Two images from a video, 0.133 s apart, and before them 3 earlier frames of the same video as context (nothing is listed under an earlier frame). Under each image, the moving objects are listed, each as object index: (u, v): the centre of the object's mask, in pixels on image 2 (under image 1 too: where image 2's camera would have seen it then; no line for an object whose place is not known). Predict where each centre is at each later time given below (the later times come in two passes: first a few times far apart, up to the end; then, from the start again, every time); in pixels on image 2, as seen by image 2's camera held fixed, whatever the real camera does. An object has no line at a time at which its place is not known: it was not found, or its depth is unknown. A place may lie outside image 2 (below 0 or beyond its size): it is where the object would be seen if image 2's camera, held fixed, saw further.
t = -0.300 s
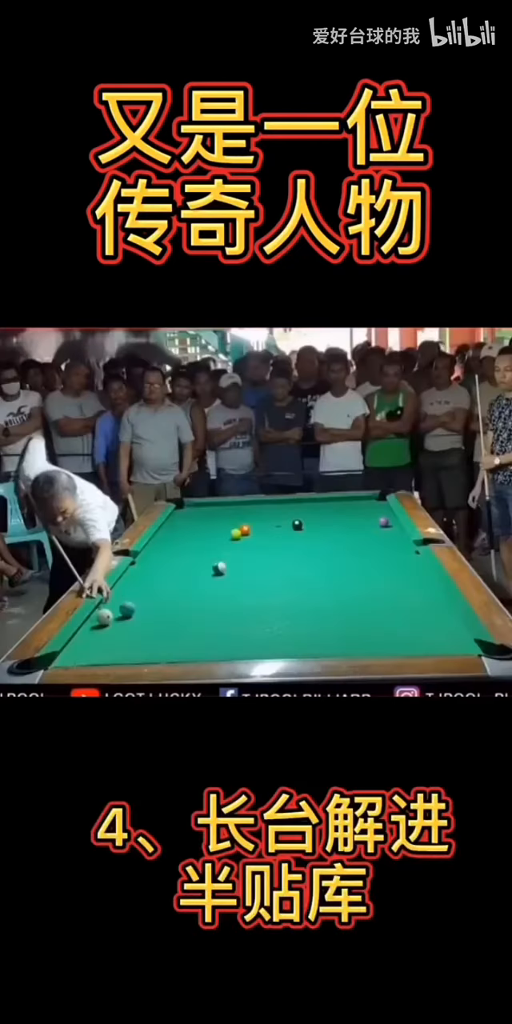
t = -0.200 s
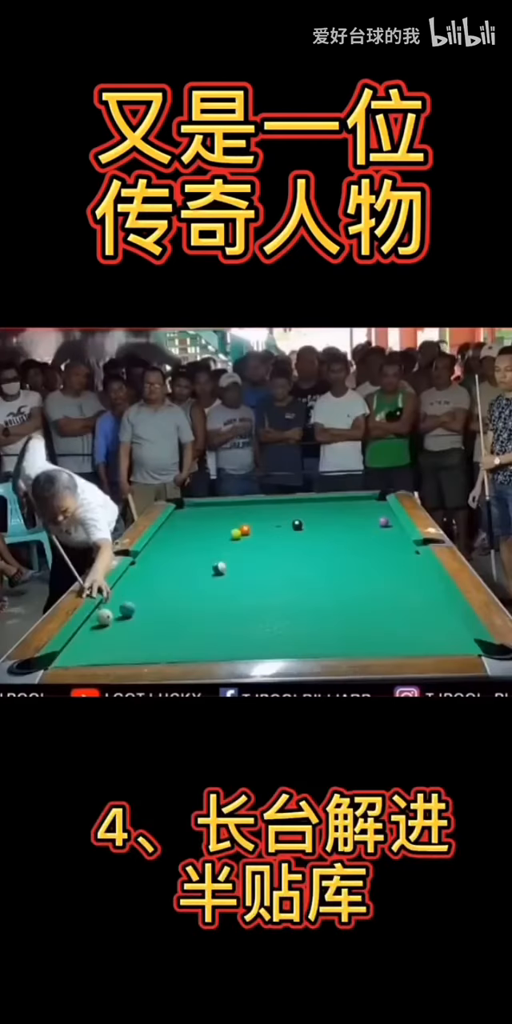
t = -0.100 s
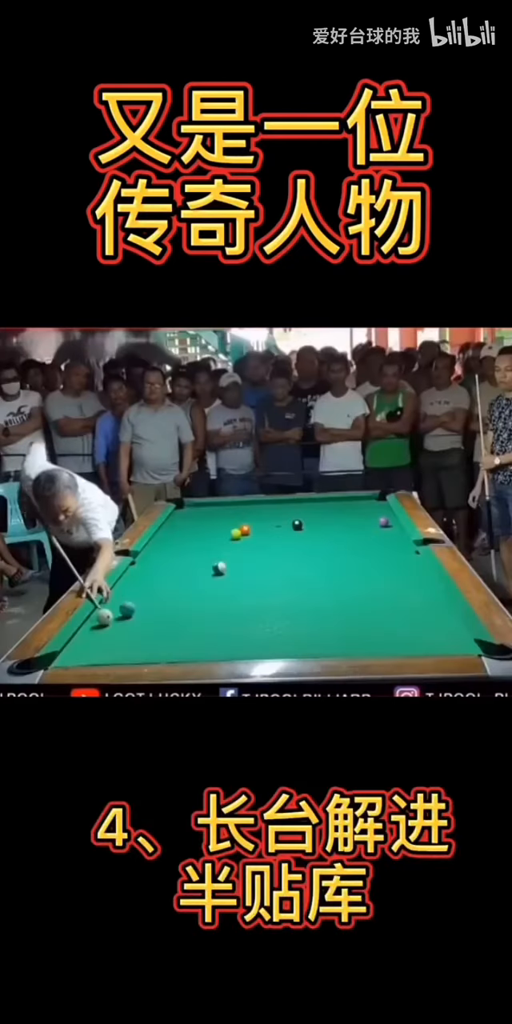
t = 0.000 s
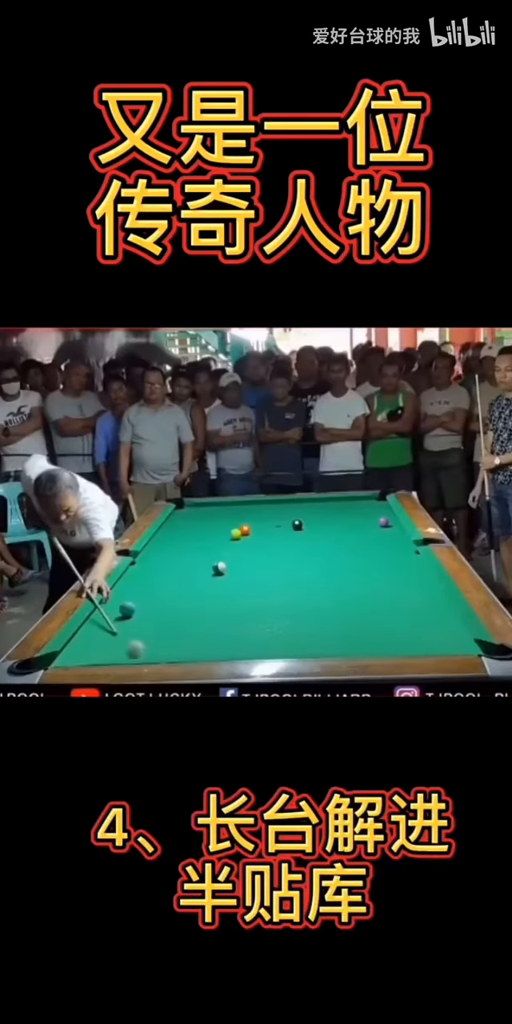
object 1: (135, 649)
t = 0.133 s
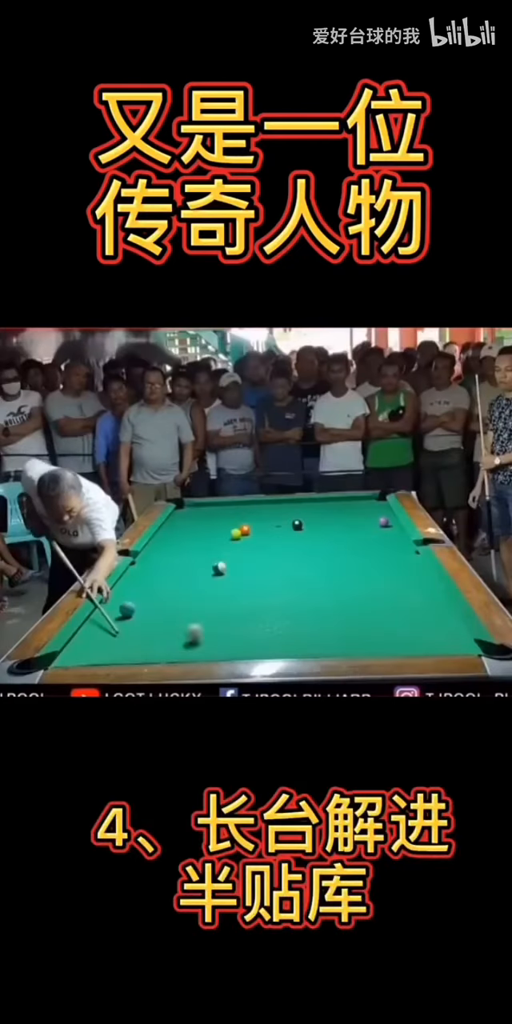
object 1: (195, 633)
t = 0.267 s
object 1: (239, 608)
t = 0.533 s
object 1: (305, 569)
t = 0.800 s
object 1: (356, 540)
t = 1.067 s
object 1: (394, 523)
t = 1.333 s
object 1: (370, 518)
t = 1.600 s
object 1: (350, 512)
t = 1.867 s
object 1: (329, 507)
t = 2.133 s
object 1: (313, 503)
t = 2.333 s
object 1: (301, 500)
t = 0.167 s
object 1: (206, 625)
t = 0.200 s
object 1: (218, 619)
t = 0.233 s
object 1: (228, 613)
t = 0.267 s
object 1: (239, 608)
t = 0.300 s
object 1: (248, 602)
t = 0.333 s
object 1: (257, 597)
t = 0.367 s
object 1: (266, 592)
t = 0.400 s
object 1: (274, 587)
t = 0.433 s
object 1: (283, 582)
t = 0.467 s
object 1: (291, 578)
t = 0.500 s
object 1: (298, 573)
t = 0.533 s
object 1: (305, 569)
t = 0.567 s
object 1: (313, 565)
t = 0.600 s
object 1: (320, 561)
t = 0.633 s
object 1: (326, 557)
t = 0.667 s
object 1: (332, 554)
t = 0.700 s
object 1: (338, 550)
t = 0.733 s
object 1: (344, 547)
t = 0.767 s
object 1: (350, 544)
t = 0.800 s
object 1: (356, 540)
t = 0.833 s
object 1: (361, 537)
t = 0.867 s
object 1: (366, 534)
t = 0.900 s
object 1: (371, 531)
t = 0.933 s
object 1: (376, 528)
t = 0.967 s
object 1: (381, 525)
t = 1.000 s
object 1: (386, 524)
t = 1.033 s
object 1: (391, 524)
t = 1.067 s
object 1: (394, 523)
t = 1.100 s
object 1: (391, 523)
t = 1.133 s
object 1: (387, 522)
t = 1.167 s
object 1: (385, 521)
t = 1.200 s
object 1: (382, 520)
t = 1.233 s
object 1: (379, 519)
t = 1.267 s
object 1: (377, 519)
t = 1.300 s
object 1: (373, 518)
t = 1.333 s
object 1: (370, 518)
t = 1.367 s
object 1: (368, 517)
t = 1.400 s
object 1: (365, 516)
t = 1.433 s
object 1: (362, 516)
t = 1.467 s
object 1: (360, 515)
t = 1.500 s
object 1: (357, 514)
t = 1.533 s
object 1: (355, 514)
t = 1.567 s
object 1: (352, 513)
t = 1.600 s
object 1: (350, 512)
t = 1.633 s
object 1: (347, 512)
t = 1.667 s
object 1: (343, 511)
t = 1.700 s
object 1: (341, 510)
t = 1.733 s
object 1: (338, 509)
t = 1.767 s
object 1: (336, 509)
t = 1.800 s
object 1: (334, 508)
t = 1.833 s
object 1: (331, 507)
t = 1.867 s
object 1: (329, 507)
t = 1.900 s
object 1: (327, 506)
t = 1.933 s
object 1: (325, 506)
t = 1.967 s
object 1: (323, 505)
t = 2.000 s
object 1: (321, 505)
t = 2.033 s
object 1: (319, 505)
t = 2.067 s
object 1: (317, 504)
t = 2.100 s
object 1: (315, 503)
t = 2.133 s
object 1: (313, 503)
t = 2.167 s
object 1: (311, 502)
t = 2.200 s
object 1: (309, 502)
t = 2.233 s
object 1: (307, 502)
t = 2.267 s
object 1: (305, 501)
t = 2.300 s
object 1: (303, 501)
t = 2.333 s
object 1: (301, 500)
